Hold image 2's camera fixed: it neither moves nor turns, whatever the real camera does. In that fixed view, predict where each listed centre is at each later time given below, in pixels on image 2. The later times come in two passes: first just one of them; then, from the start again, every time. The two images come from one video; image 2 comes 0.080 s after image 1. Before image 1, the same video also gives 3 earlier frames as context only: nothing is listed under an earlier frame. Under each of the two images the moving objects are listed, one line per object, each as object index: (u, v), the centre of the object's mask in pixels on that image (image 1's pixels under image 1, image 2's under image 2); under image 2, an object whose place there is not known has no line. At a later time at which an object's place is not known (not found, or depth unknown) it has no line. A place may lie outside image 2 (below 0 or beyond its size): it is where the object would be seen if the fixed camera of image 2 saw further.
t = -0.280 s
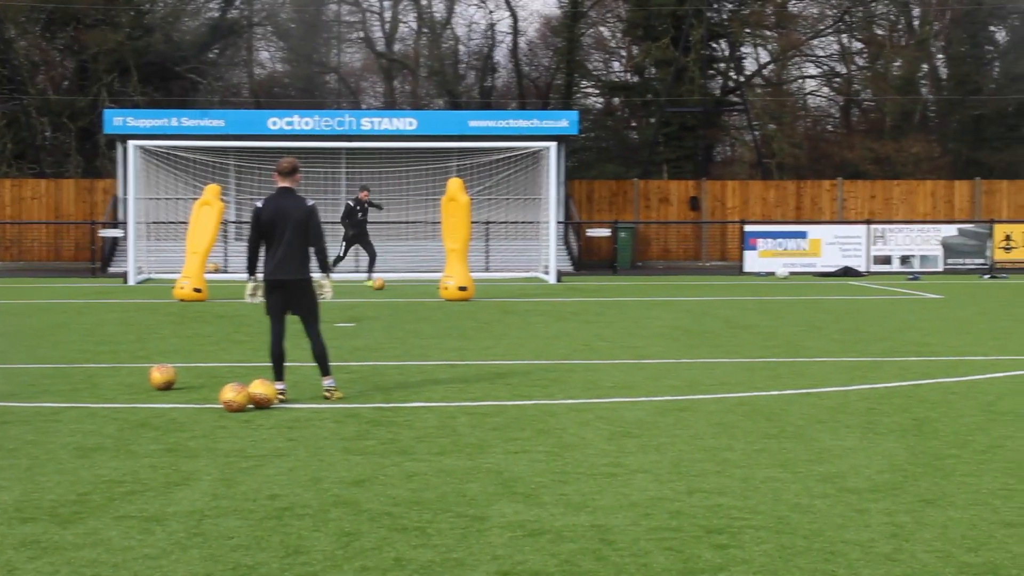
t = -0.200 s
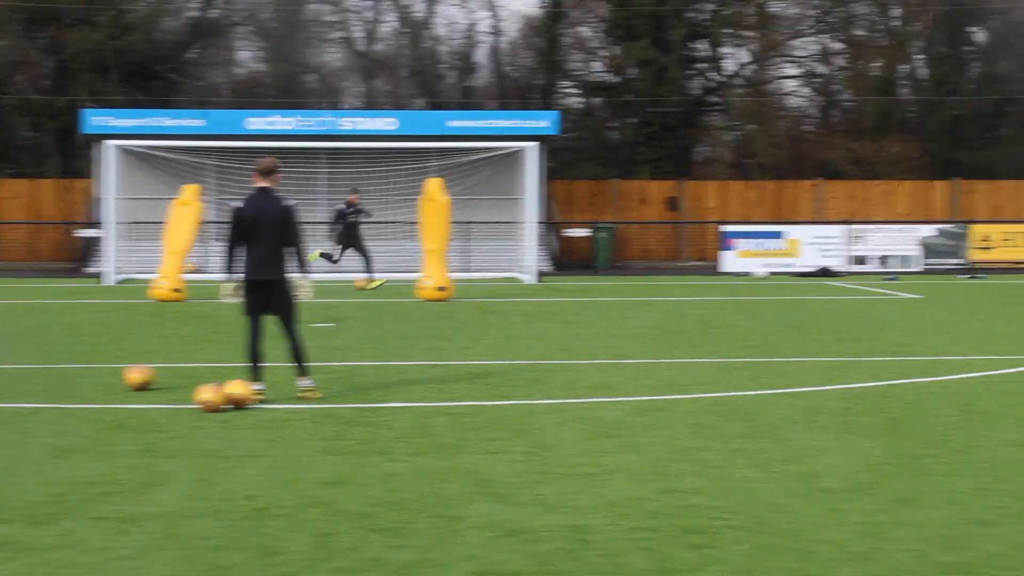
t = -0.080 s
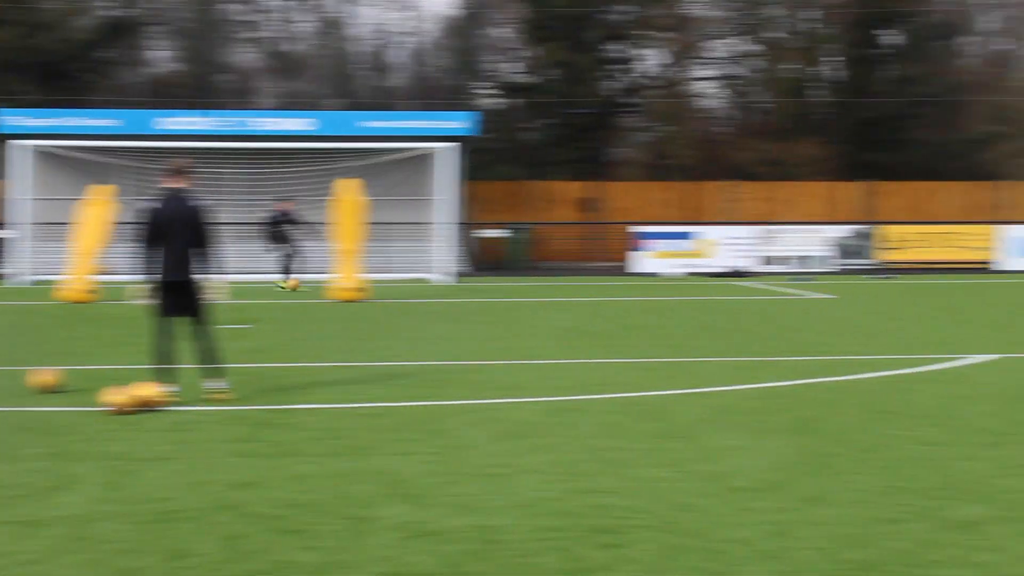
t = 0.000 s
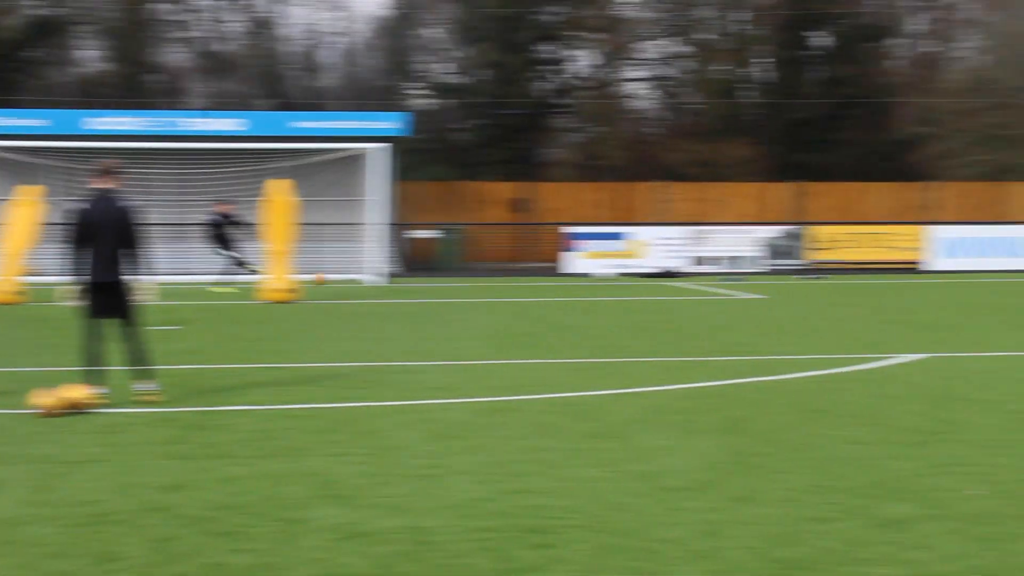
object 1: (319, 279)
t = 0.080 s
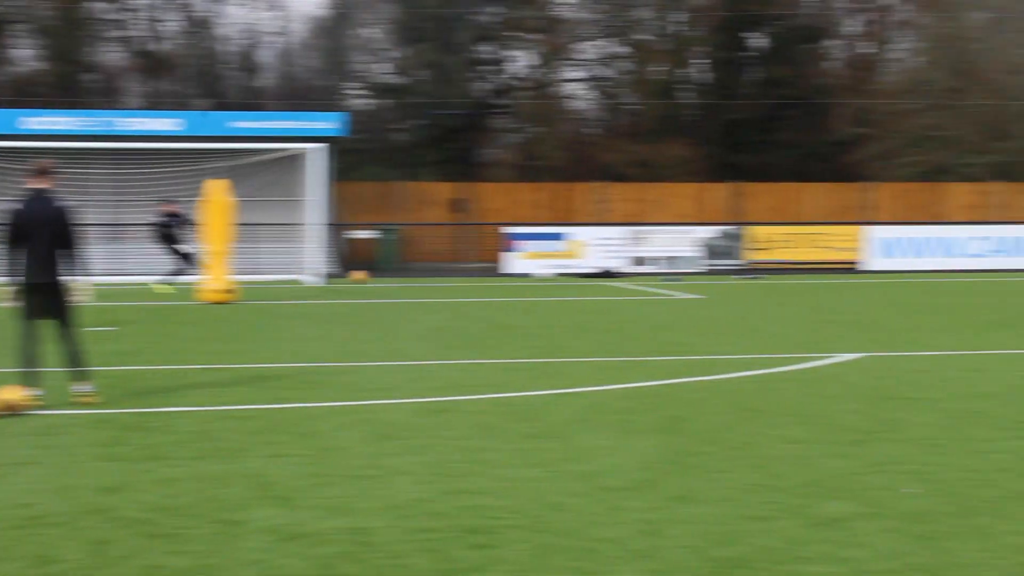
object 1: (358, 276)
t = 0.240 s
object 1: (554, 294)
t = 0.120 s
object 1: (405, 280)
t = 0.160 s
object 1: (453, 283)
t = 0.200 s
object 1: (503, 288)
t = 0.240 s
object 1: (554, 294)
